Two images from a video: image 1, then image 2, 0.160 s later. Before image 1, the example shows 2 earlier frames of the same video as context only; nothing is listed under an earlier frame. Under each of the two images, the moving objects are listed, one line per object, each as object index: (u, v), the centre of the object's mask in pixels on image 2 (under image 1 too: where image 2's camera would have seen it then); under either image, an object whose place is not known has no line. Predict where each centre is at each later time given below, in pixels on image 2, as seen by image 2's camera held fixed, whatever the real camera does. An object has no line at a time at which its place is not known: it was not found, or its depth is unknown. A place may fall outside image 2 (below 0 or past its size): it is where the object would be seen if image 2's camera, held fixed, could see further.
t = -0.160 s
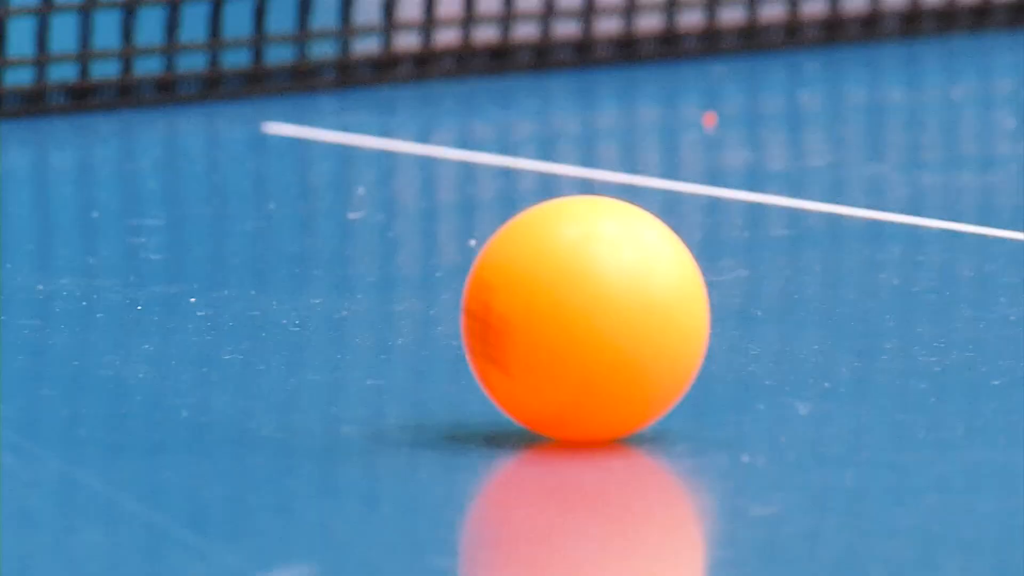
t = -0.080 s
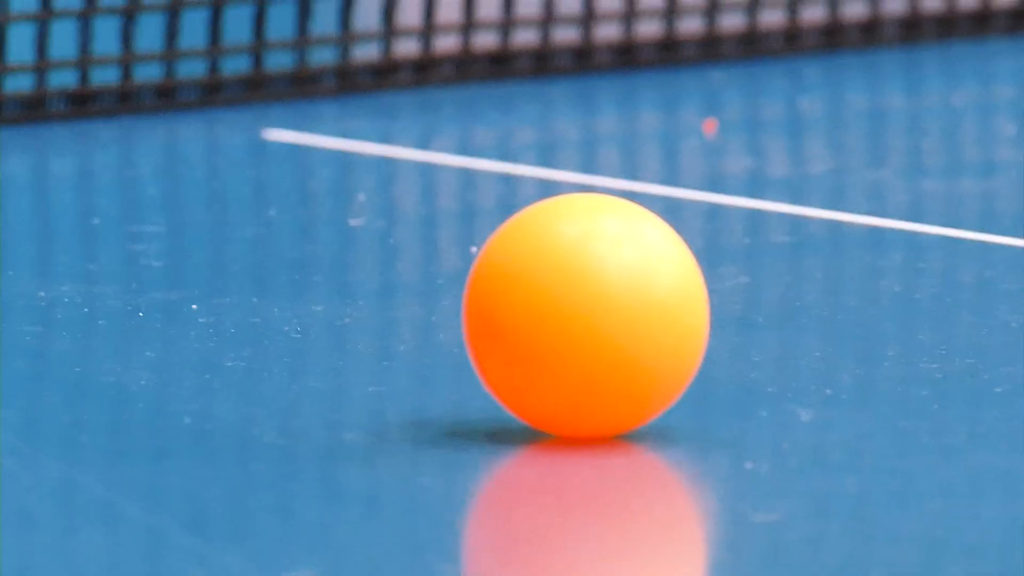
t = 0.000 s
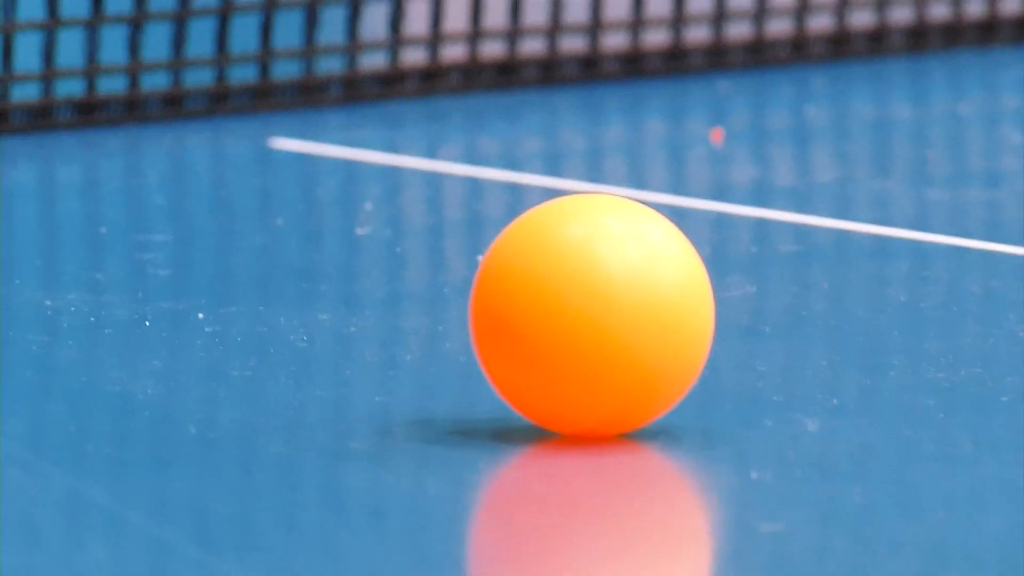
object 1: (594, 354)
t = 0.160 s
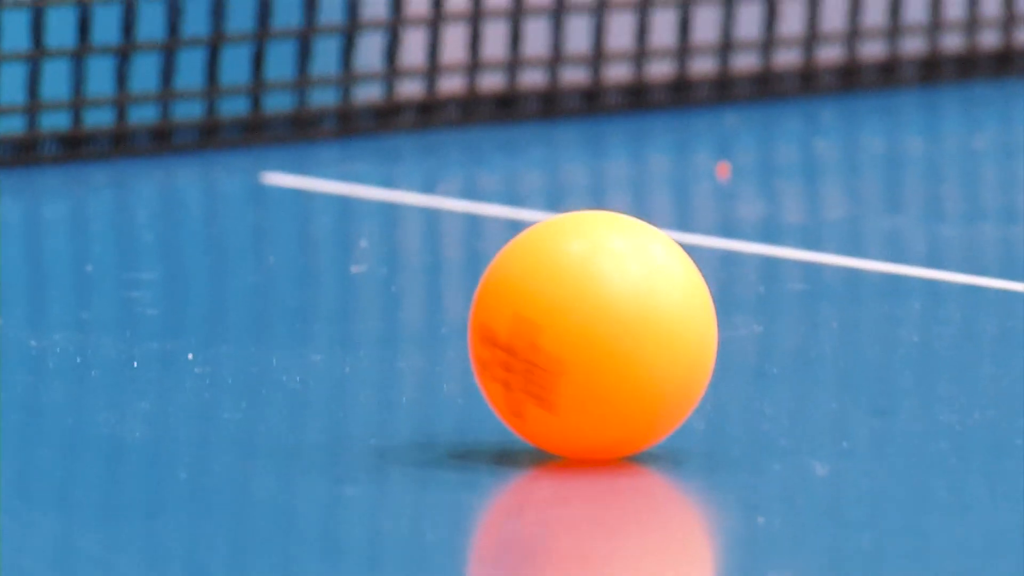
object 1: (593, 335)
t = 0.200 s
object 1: (592, 329)
